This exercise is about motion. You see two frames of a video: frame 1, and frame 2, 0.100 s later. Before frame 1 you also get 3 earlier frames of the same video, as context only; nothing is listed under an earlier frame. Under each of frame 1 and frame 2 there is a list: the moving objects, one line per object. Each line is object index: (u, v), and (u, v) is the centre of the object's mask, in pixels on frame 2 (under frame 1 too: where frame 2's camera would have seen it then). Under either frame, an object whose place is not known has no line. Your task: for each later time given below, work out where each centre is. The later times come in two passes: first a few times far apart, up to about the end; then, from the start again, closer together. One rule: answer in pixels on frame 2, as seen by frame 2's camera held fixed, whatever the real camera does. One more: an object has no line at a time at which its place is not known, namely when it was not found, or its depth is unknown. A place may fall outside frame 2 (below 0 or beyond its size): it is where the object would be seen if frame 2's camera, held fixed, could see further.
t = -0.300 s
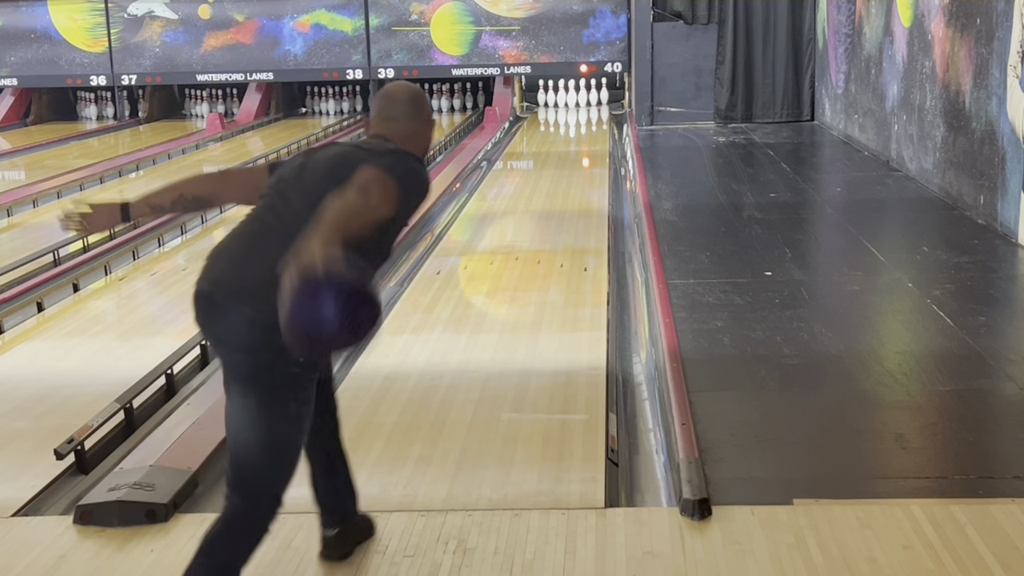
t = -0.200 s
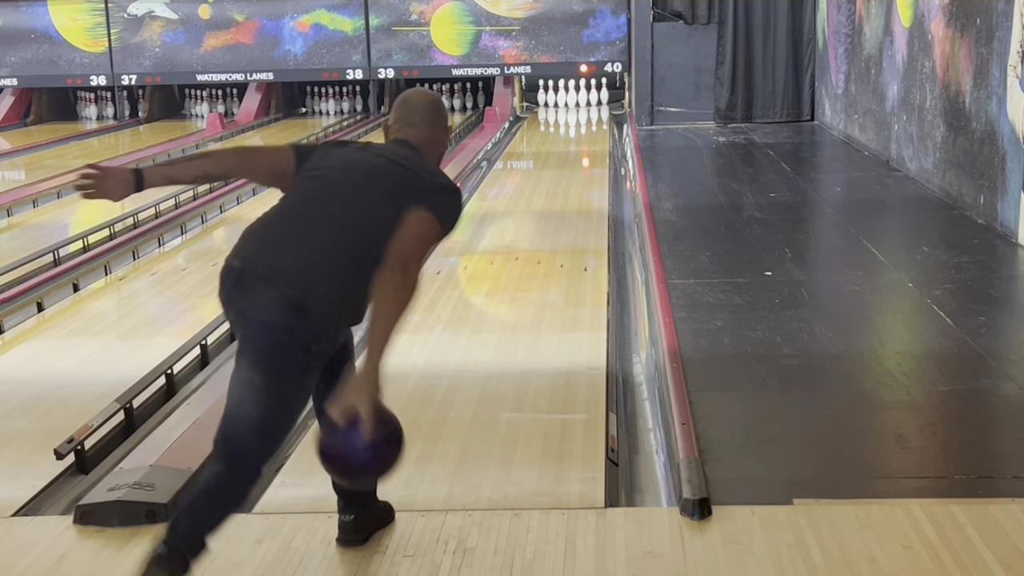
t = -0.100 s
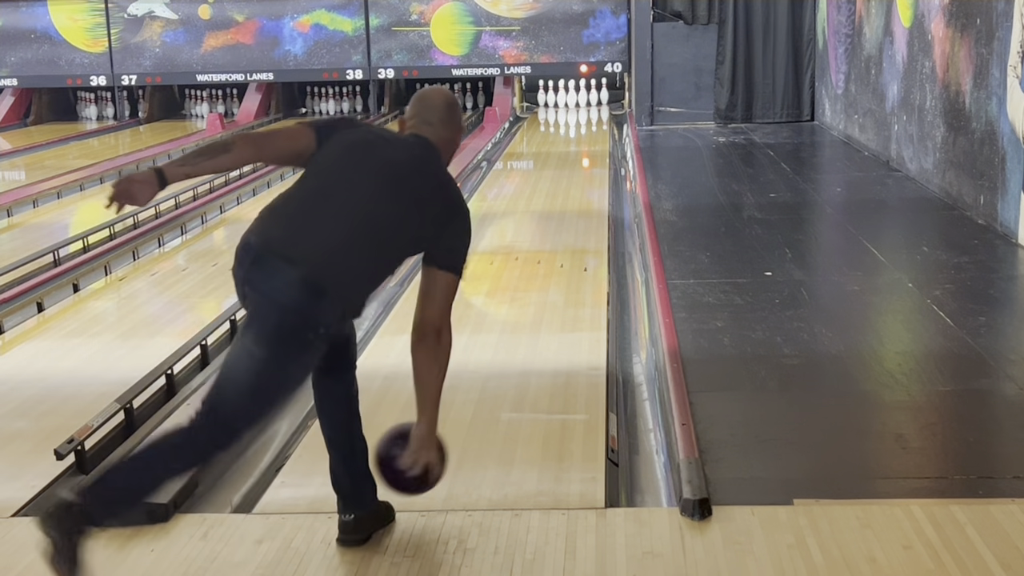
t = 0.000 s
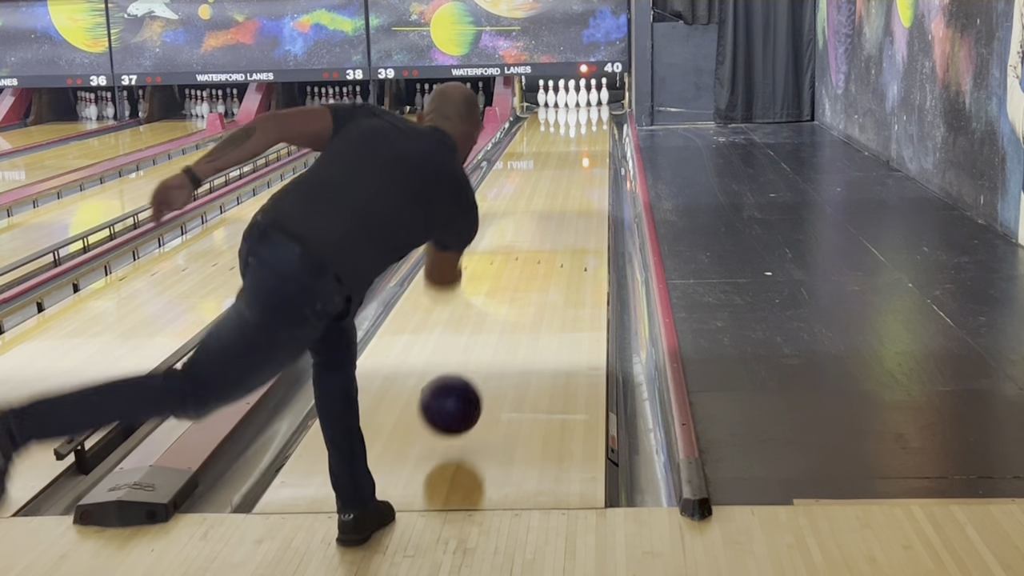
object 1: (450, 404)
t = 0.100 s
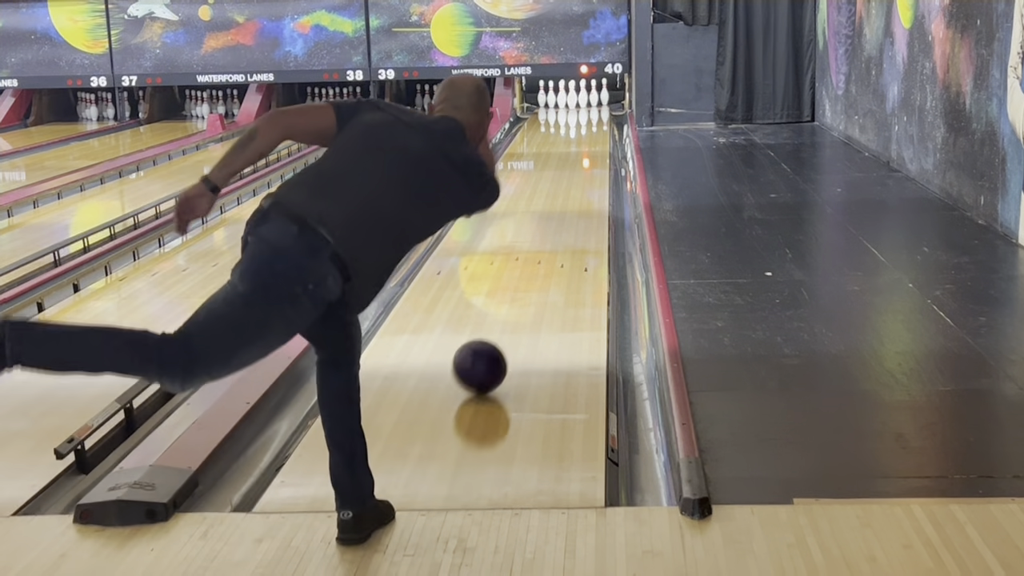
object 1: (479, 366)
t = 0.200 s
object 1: (501, 327)
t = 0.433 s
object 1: (529, 268)
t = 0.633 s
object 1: (552, 225)
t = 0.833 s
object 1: (564, 197)
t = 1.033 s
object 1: (573, 175)
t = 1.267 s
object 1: (580, 155)
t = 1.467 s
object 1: (584, 142)
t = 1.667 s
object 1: (585, 131)
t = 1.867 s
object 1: (585, 122)
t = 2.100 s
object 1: (582, 113)
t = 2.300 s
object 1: (577, 107)
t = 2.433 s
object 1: (574, 102)
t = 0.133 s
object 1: (488, 353)
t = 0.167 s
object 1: (494, 340)
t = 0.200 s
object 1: (501, 327)
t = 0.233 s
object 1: (507, 316)
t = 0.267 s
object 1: (513, 305)
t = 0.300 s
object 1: (518, 295)
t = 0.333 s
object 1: (522, 286)
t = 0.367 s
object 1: (527, 277)
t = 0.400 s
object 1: (531, 269)
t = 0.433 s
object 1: (529, 268)
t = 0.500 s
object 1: (541, 248)
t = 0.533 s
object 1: (544, 241)
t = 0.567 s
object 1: (547, 236)
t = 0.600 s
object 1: (550, 230)
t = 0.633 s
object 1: (552, 225)
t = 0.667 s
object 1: (554, 220)
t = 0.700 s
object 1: (557, 215)
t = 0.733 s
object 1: (559, 210)
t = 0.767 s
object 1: (560, 206)
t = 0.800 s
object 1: (562, 201)
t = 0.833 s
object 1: (564, 197)
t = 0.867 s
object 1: (566, 193)
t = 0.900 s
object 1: (567, 189)
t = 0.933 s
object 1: (569, 185)
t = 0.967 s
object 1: (570, 182)
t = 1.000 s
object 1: (571, 178)
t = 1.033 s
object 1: (573, 175)
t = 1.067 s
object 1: (574, 172)
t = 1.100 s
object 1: (575, 169)
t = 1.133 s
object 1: (576, 166)
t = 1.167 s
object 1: (577, 163)
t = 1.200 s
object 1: (578, 160)
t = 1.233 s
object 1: (579, 158)
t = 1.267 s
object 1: (580, 155)
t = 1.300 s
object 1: (581, 153)
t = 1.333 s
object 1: (581, 151)
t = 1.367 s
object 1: (582, 148)
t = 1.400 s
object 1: (583, 146)
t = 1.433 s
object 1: (583, 144)
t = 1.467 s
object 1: (584, 142)
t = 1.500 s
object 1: (584, 140)
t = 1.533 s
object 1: (585, 138)
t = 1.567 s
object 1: (585, 136)
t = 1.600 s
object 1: (585, 134)
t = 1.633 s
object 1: (585, 133)
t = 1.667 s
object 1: (585, 131)
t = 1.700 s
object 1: (586, 129)
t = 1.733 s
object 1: (585, 128)
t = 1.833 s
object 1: (585, 123)
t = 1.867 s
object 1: (585, 122)
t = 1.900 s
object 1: (585, 120)
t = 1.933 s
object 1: (584, 119)
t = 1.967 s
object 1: (584, 117)
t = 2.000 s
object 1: (584, 116)
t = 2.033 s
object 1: (583, 115)
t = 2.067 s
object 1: (583, 114)
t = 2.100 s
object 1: (582, 113)
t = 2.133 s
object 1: (581, 112)
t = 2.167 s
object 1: (580, 111)
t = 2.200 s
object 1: (580, 109)
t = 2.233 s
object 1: (579, 108)
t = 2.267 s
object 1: (578, 107)
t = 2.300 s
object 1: (577, 107)
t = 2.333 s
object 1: (576, 106)
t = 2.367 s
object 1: (575, 105)
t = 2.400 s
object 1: (575, 103)
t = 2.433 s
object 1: (574, 102)
